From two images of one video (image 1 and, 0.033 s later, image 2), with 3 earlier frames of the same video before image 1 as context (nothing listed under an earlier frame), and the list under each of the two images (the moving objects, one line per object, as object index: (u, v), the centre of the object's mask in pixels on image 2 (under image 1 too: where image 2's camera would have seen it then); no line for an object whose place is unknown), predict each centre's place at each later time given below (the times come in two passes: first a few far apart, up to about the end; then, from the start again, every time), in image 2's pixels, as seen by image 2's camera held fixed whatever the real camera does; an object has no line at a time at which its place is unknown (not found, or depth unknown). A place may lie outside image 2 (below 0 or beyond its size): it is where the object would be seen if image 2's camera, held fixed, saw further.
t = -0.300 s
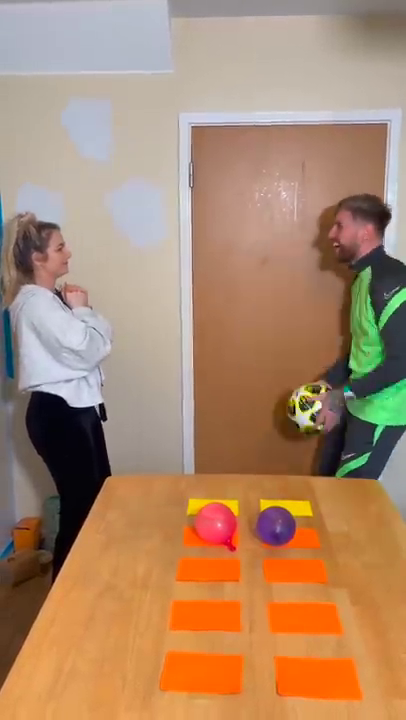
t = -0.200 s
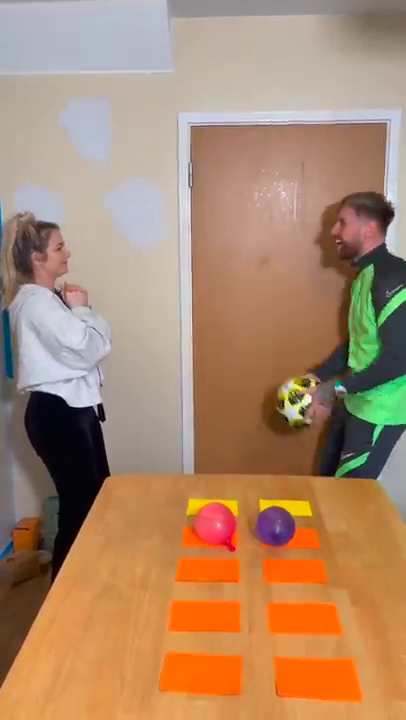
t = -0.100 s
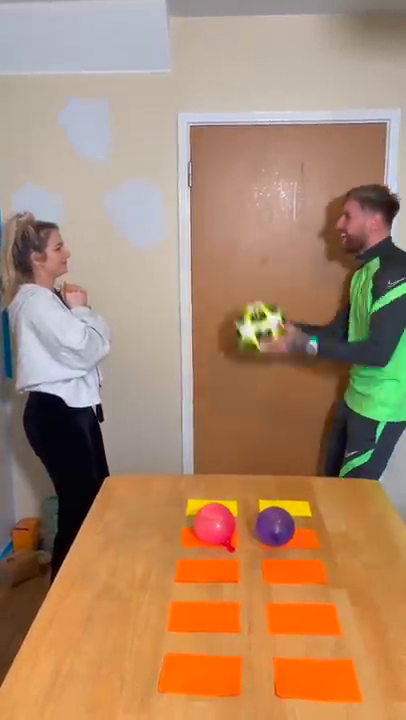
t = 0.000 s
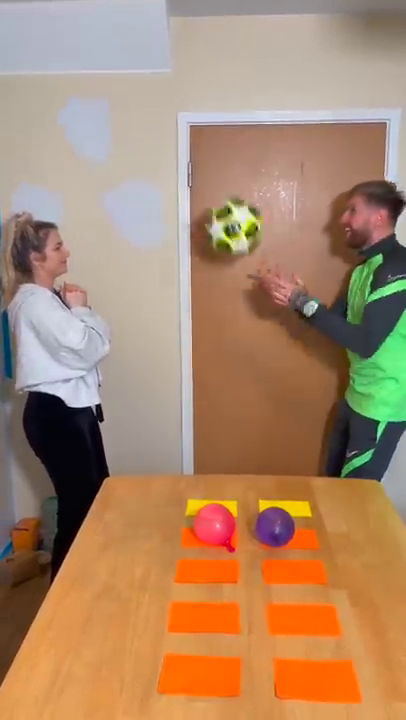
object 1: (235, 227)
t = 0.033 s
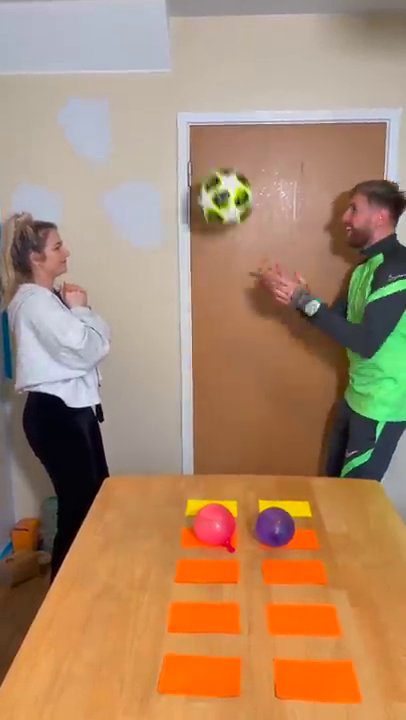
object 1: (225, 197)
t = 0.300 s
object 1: (149, 59)
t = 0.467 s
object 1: (103, 75)
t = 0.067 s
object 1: (215, 171)
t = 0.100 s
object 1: (207, 145)
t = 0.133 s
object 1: (197, 124)
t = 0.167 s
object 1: (187, 104)
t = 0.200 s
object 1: (178, 89)
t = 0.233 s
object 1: (168, 76)
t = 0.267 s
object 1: (159, 66)
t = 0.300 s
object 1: (149, 59)
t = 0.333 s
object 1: (139, 56)
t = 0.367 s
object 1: (130, 55)
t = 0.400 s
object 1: (121, 58)
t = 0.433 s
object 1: (112, 65)
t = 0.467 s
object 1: (103, 75)
